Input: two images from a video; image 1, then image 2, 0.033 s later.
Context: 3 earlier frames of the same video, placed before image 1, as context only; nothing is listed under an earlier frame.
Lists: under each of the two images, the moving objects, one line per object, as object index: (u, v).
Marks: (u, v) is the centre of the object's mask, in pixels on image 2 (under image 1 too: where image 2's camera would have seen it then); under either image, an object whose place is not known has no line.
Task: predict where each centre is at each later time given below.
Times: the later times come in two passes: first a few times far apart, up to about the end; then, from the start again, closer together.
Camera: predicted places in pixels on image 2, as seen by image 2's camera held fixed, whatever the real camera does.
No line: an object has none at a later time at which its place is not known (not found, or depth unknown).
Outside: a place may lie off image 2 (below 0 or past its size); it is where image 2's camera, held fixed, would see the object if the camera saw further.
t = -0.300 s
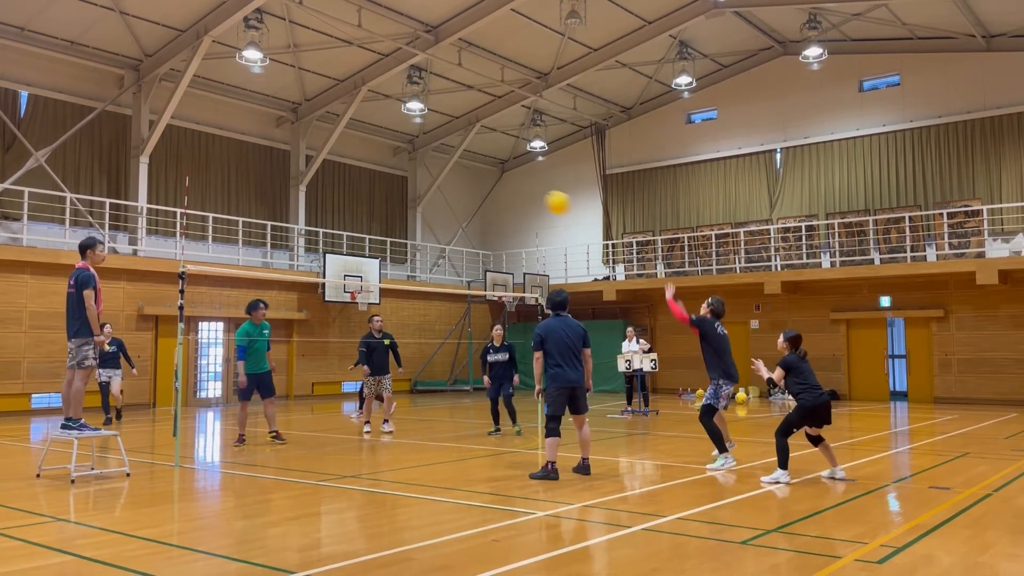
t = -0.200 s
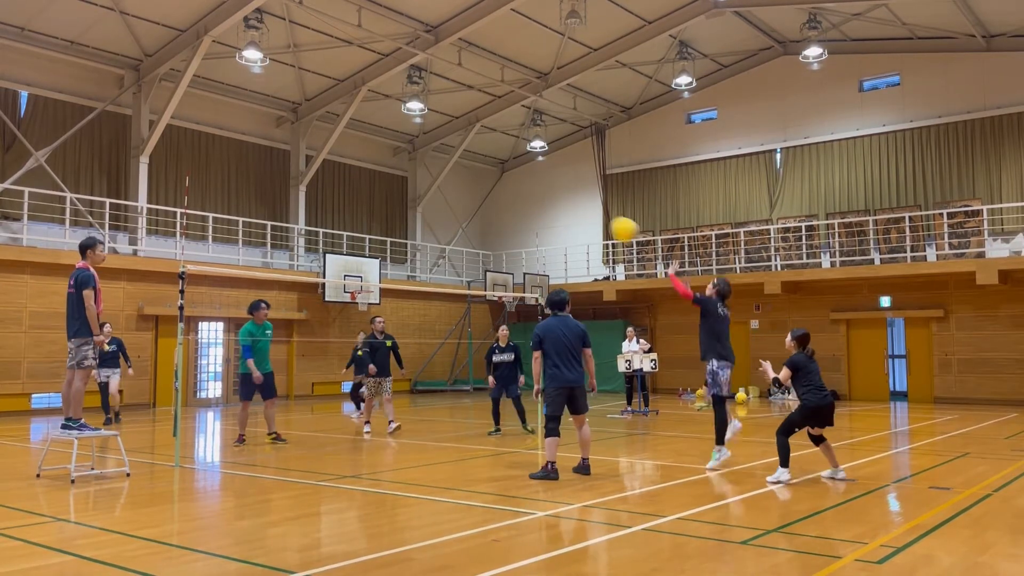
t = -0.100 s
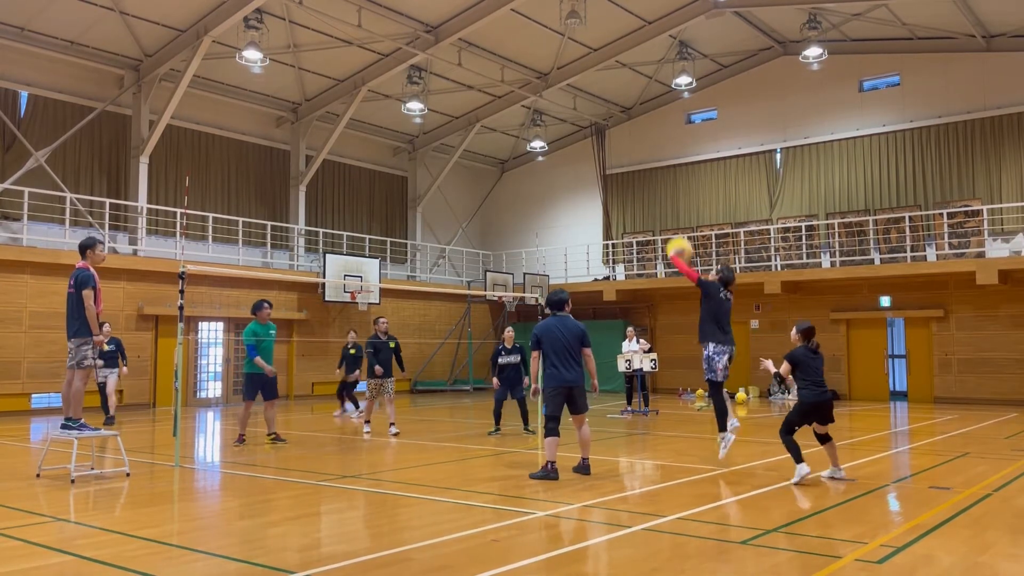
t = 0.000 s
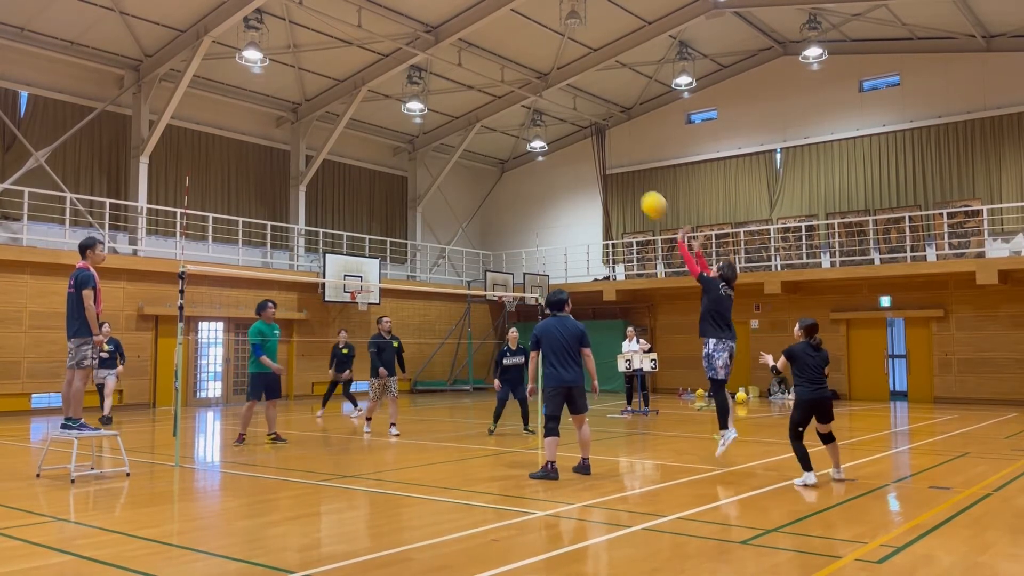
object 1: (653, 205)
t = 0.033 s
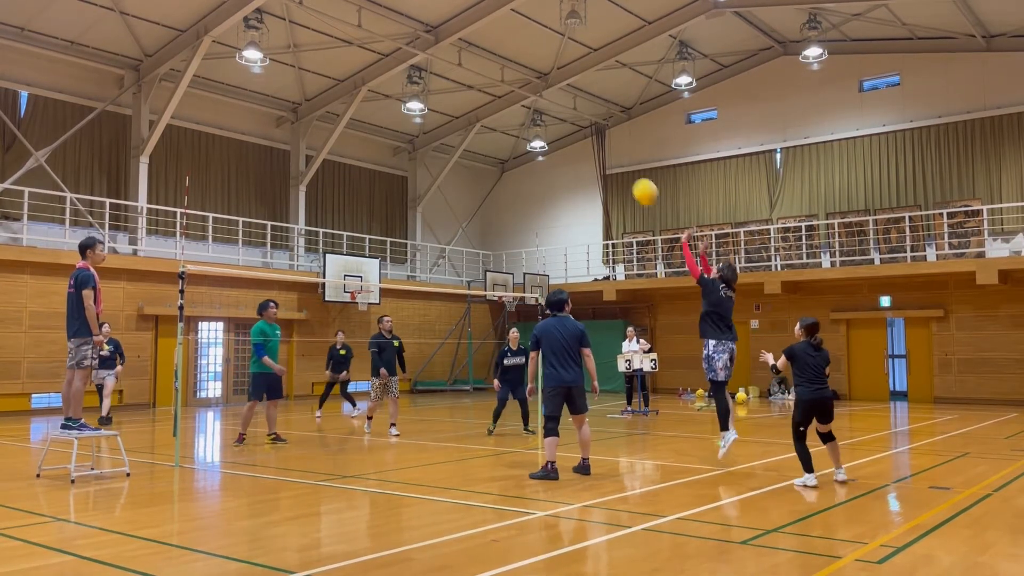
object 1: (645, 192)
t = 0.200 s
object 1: (605, 146)
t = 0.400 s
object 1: (562, 128)
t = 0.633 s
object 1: (517, 150)
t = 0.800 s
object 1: (491, 189)
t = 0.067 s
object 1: (637, 181)
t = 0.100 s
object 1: (628, 170)
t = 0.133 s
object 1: (620, 161)
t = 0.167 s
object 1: (613, 153)
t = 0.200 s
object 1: (605, 146)
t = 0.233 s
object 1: (597, 141)
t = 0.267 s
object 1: (591, 137)
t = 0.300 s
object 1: (583, 132)
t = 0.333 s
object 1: (576, 129)
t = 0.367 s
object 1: (569, 128)
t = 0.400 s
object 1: (562, 128)
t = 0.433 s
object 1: (556, 129)
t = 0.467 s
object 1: (549, 130)
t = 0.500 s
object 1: (543, 131)
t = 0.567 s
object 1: (530, 138)
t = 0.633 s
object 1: (517, 150)
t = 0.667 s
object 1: (512, 156)
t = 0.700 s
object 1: (507, 162)
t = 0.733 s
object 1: (501, 170)
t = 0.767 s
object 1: (496, 179)
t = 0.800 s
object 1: (491, 189)
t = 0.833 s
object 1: (485, 199)
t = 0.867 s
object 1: (480, 209)
